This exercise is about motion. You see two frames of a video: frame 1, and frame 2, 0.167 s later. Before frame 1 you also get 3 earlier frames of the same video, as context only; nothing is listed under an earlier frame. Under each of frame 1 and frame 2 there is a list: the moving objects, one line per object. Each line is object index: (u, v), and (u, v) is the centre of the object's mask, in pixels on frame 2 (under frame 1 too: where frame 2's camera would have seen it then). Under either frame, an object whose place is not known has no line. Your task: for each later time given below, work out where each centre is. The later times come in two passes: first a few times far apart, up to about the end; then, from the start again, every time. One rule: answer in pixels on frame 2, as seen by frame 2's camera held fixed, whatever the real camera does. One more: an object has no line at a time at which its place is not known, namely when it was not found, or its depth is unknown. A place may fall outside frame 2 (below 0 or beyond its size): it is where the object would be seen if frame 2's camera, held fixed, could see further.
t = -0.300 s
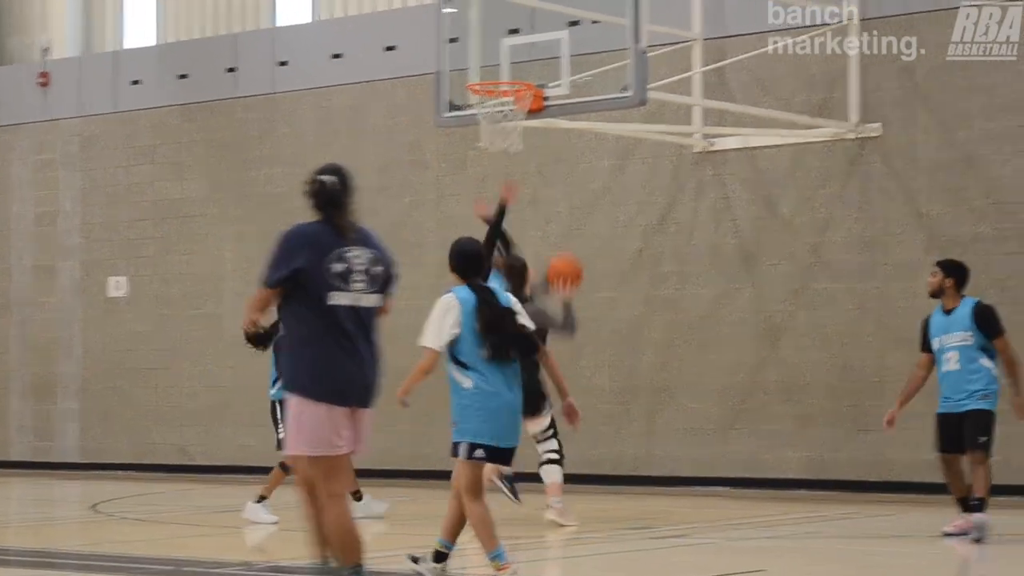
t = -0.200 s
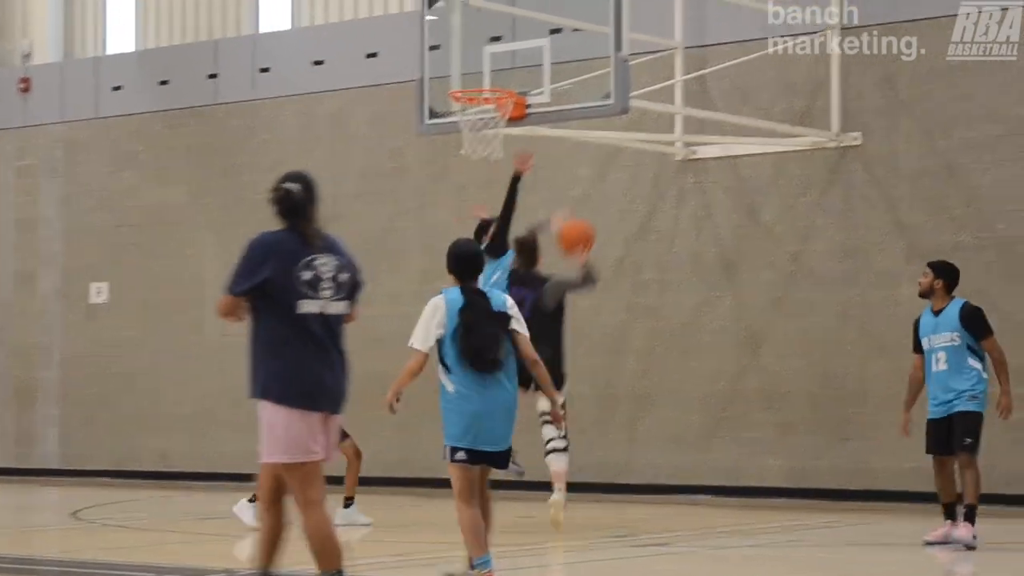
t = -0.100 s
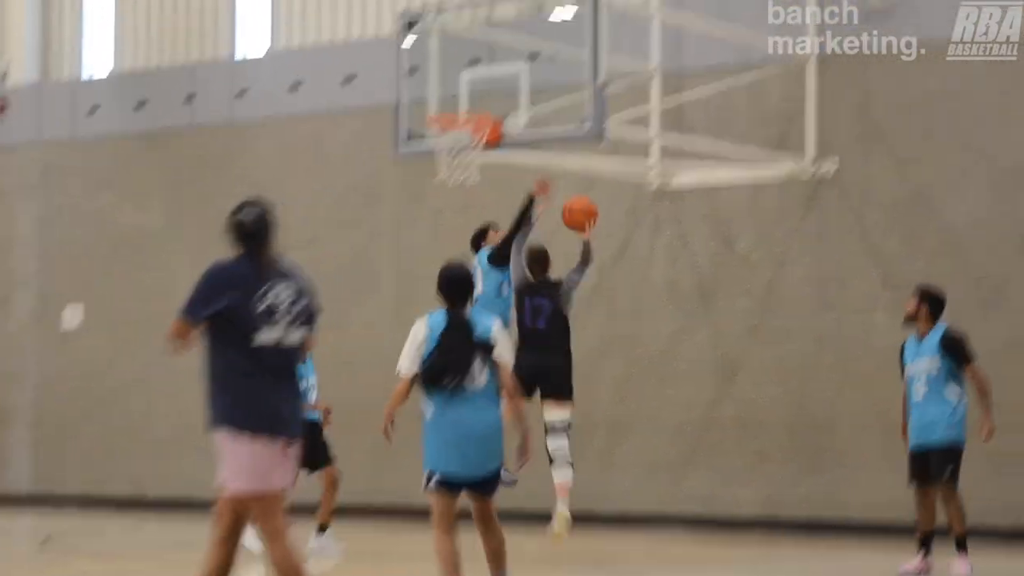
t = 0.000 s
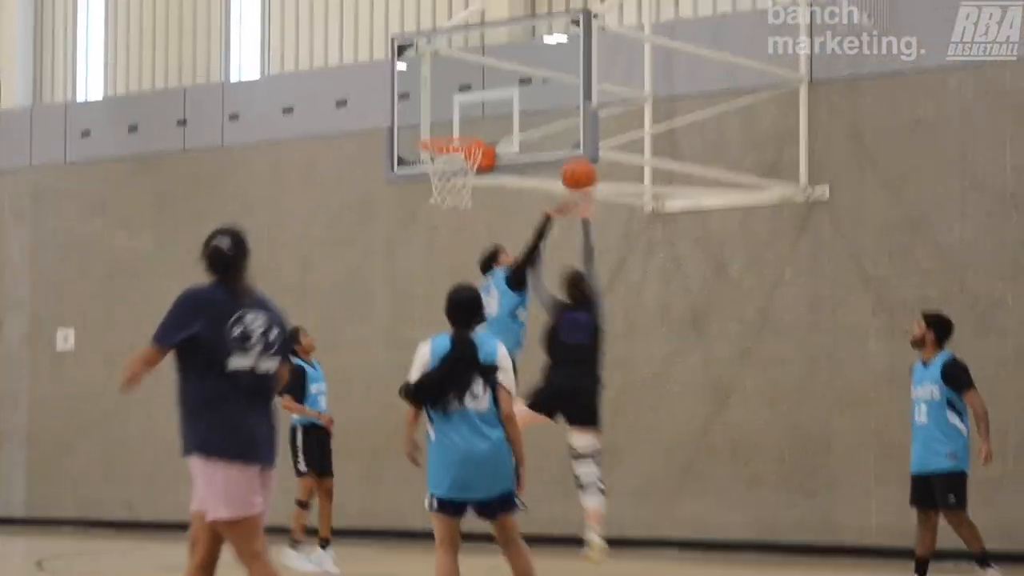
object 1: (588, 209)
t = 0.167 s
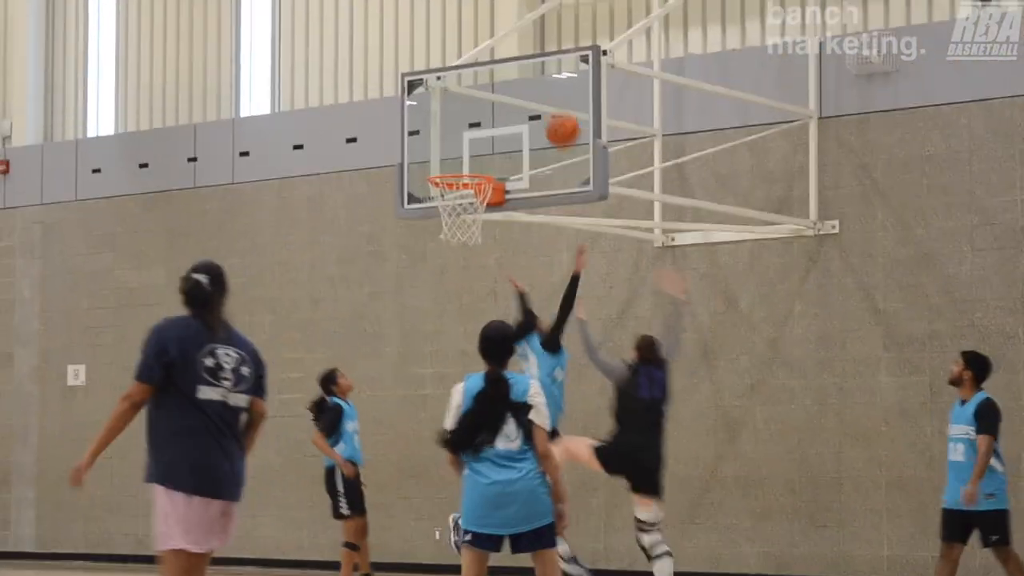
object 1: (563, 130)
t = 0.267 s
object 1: (548, 103)
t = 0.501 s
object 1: (506, 92)
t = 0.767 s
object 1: (440, 161)
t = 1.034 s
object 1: (455, 163)
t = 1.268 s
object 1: (468, 246)
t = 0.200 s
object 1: (557, 119)
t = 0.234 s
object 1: (552, 110)
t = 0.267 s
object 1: (548, 103)
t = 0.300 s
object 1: (543, 97)
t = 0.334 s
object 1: (538, 92)
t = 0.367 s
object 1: (534, 90)
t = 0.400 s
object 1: (529, 89)
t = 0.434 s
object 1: (523, 88)
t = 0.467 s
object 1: (514, 89)
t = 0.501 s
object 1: (506, 92)
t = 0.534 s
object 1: (498, 96)
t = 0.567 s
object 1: (489, 101)
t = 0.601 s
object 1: (480, 109)
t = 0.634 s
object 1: (471, 116)
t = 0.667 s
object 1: (464, 126)
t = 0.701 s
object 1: (455, 138)
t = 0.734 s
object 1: (446, 151)
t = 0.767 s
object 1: (440, 161)
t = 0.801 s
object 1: (442, 157)
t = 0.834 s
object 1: (444, 154)
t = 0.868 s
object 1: (446, 153)
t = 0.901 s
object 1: (448, 153)
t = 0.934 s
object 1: (449, 154)
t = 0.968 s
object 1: (451, 156)
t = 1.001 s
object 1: (453, 160)
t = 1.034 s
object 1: (455, 163)
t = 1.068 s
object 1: (457, 167)
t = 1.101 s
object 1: (459, 180)
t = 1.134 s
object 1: (458, 192)
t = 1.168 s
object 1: (462, 205)
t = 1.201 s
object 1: (465, 218)
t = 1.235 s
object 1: (466, 231)
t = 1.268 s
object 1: (468, 246)
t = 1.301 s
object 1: (469, 262)
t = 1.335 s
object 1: (470, 280)
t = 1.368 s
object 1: (468, 302)
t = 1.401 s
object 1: (462, 319)
